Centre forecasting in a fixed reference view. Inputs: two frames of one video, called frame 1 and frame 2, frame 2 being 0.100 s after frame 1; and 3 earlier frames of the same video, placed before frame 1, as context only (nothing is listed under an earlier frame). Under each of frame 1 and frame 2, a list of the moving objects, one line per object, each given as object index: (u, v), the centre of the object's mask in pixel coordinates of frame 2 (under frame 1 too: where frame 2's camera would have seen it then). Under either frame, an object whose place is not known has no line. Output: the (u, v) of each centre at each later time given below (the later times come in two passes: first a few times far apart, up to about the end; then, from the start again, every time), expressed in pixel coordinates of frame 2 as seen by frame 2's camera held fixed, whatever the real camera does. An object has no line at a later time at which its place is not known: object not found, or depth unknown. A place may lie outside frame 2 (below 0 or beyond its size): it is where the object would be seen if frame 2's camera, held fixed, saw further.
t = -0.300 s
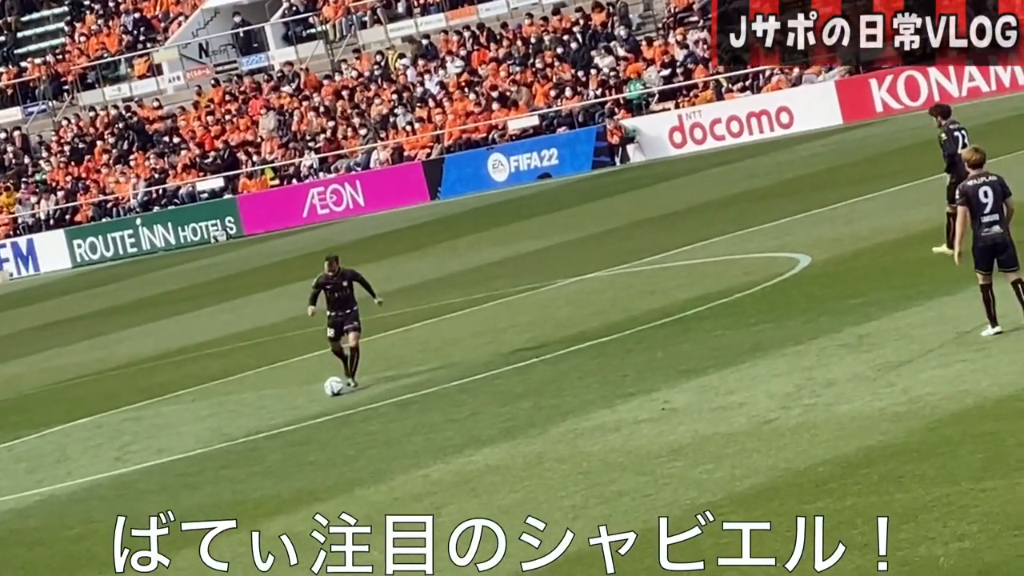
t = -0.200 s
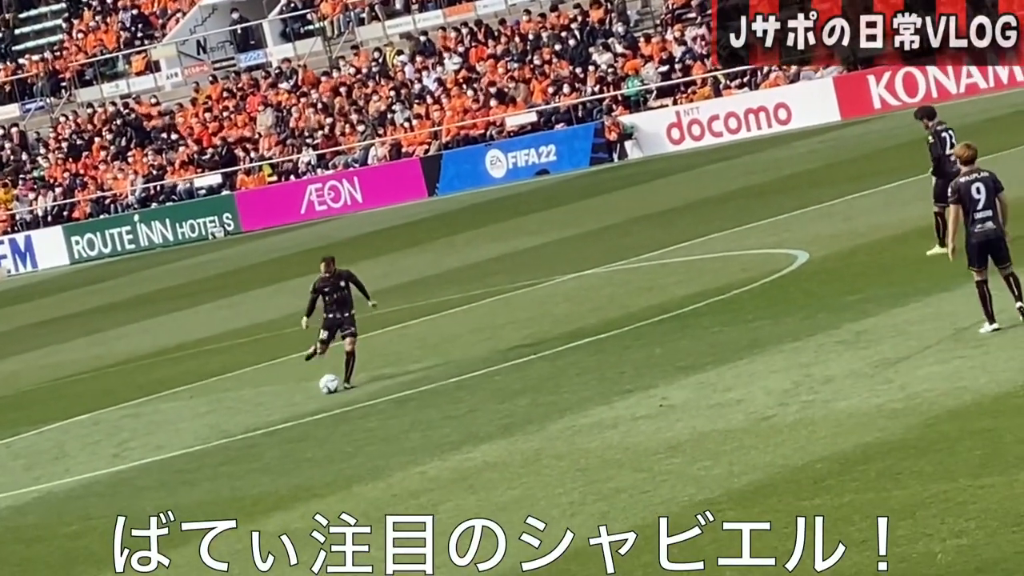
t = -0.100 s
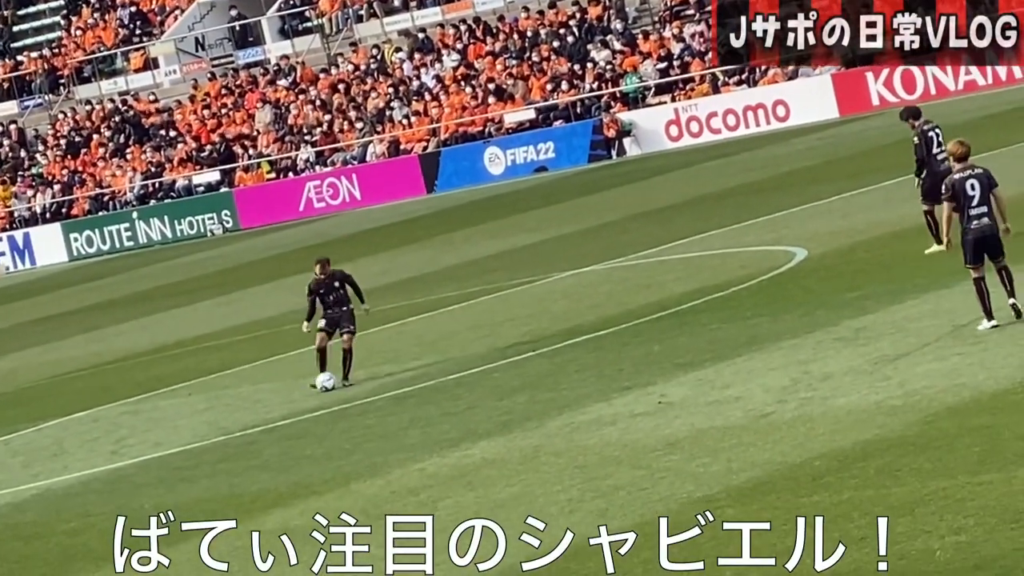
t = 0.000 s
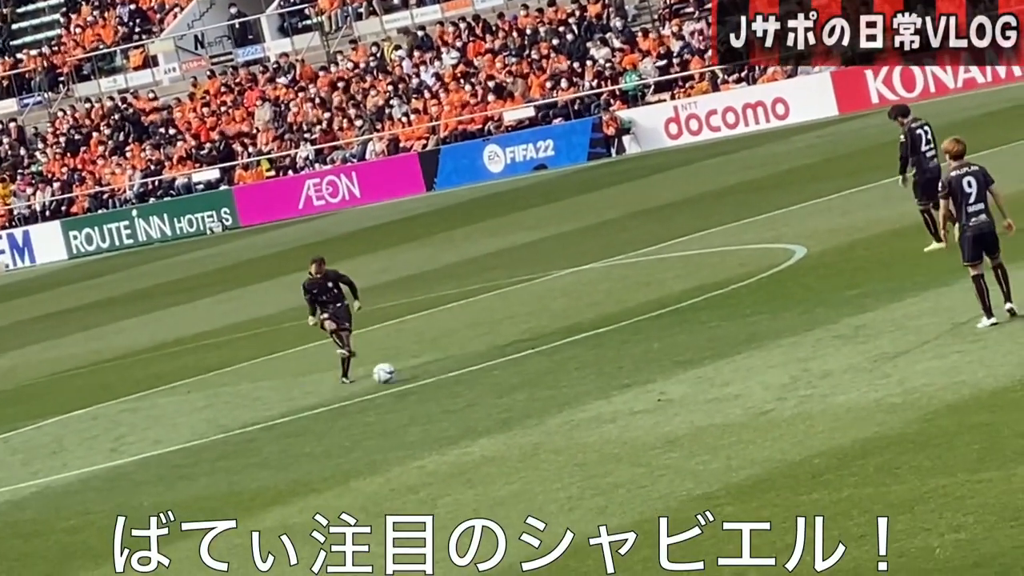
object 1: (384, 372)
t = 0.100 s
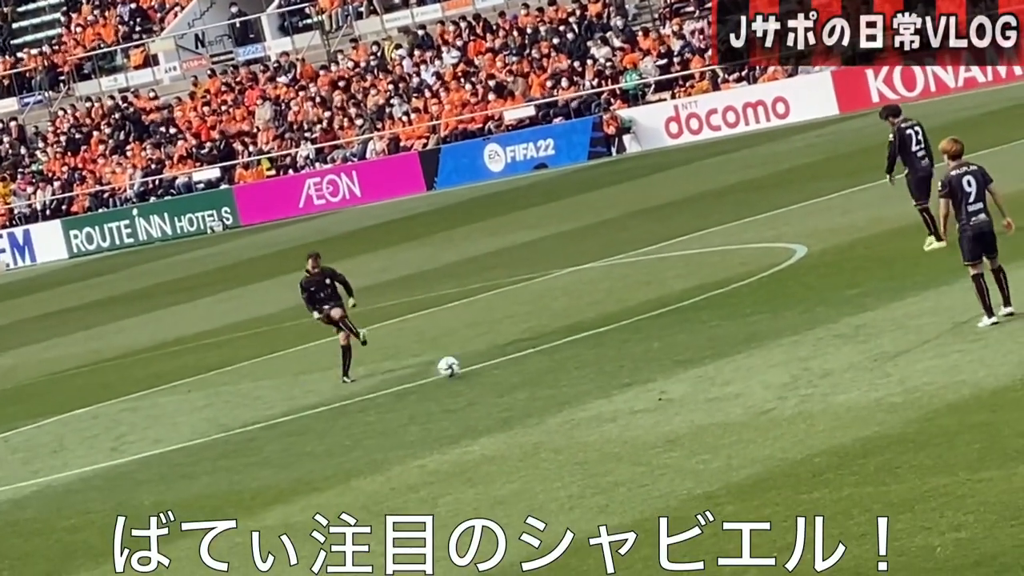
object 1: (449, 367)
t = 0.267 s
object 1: (559, 360)
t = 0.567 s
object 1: (757, 339)
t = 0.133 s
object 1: (469, 364)
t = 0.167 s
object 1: (491, 362)
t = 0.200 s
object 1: (514, 362)
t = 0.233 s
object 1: (537, 362)
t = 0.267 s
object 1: (559, 360)
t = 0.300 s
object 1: (580, 355)
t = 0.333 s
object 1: (602, 352)
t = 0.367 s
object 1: (624, 350)
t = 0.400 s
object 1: (648, 350)
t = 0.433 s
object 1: (671, 351)
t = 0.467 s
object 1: (692, 347)
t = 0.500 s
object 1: (713, 343)
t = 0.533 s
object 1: (735, 341)
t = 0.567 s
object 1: (757, 339)
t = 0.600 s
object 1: (779, 339)
